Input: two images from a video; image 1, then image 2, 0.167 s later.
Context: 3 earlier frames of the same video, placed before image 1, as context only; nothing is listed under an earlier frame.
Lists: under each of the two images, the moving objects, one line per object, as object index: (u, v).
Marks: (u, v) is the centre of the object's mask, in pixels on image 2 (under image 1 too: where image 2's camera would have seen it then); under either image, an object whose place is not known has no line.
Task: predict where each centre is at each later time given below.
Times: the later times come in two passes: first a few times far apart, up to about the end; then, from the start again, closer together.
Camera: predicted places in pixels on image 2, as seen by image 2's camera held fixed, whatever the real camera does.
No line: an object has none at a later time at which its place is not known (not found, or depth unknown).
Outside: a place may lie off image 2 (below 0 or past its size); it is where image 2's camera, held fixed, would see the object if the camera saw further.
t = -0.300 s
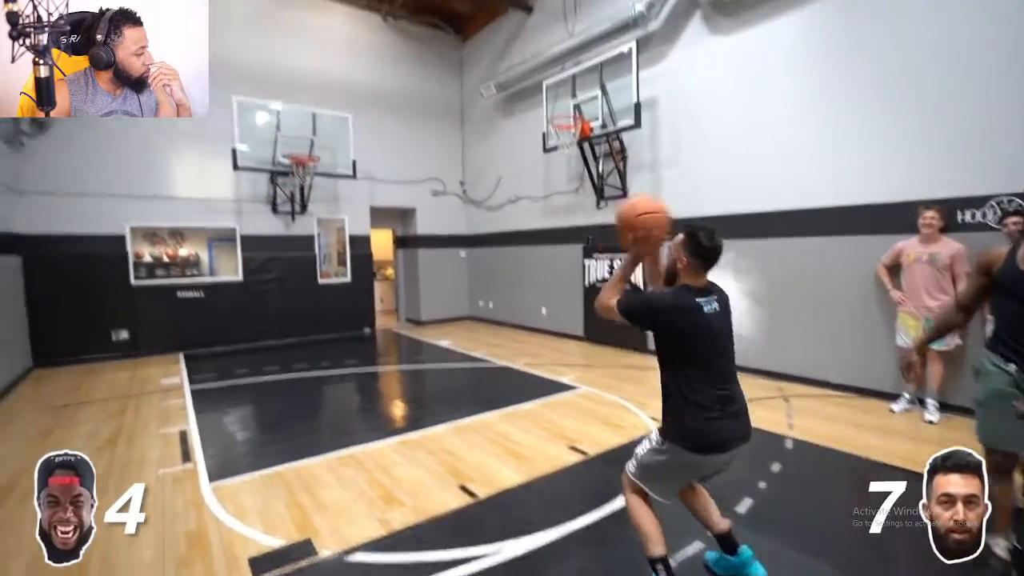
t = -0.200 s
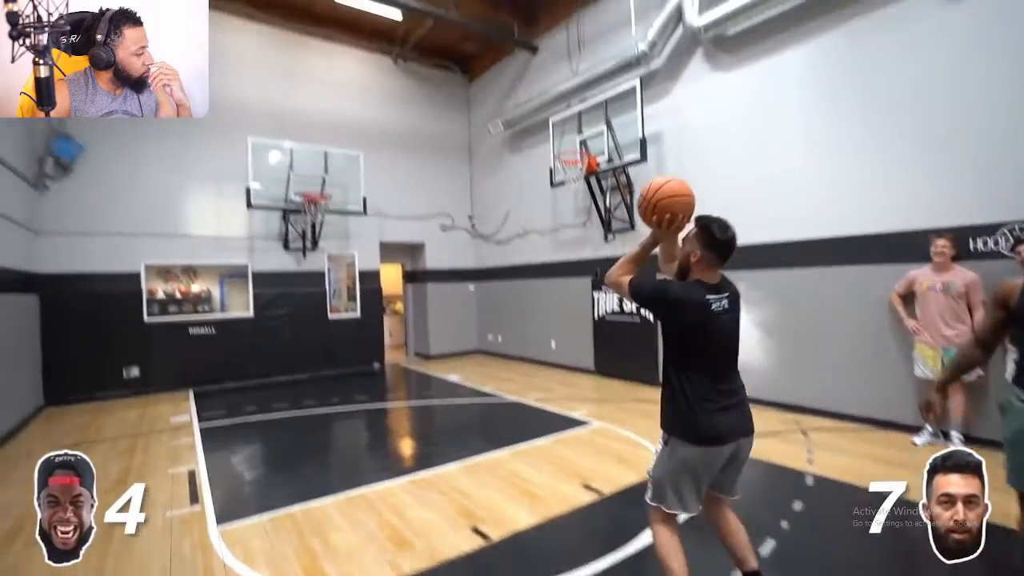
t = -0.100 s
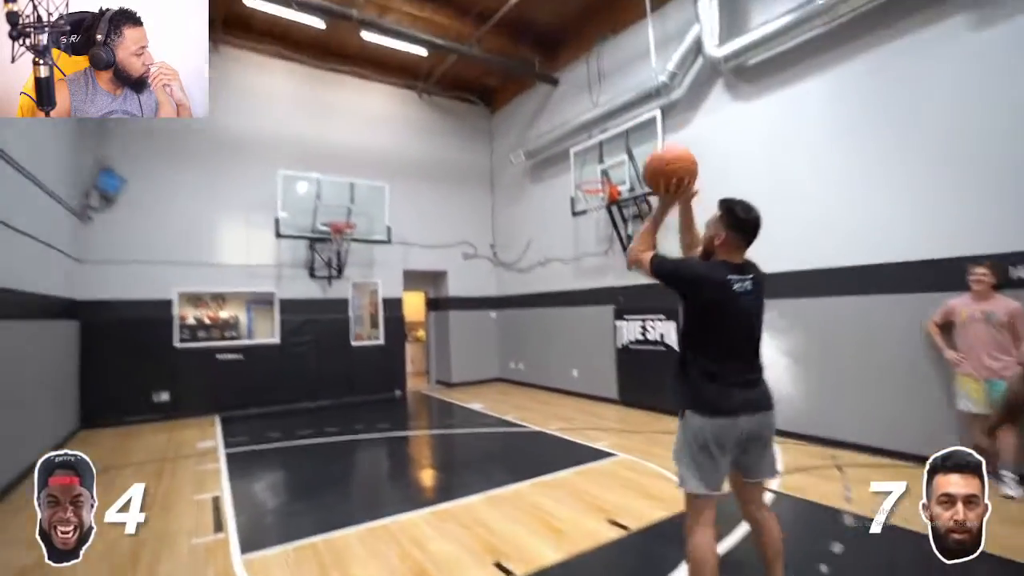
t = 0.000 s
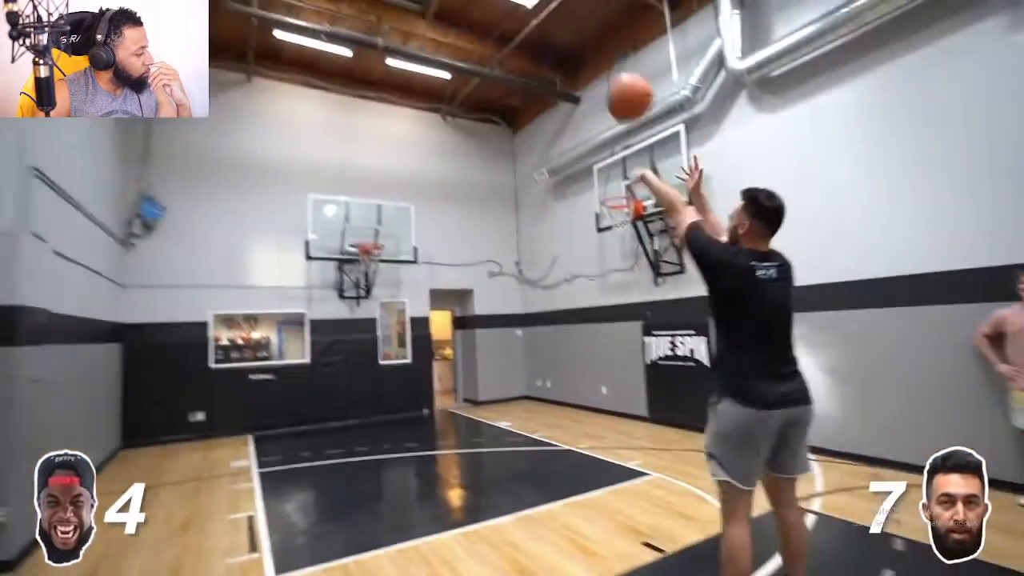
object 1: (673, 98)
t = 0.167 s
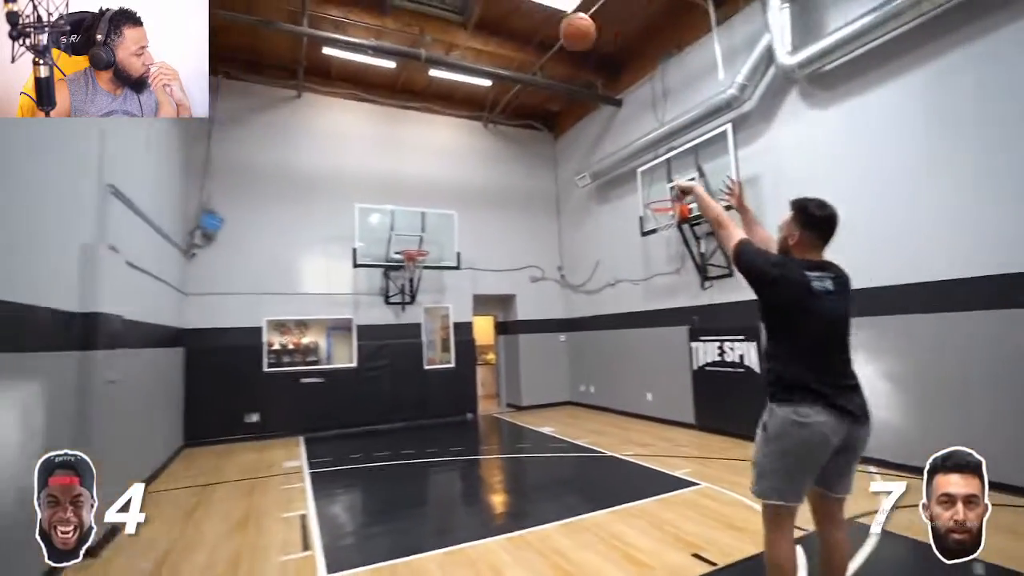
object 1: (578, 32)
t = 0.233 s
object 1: (552, 23)
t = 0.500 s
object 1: (486, 32)
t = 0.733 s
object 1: (454, 77)
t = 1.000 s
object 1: (428, 159)
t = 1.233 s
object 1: (412, 241)
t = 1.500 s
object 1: (411, 235)
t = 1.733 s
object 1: (414, 244)
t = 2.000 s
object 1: (419, 266)
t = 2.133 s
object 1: (420, 284)
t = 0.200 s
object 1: (564, 28)
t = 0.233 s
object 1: (552, 23)
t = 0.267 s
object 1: (541, 22)
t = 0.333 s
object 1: (522, 24)
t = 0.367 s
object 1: (514, 24)
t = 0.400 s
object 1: (506, 24)
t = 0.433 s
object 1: (499, 25)
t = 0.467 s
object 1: (493, 27)
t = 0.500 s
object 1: (486, 32)
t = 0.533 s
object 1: (481, 38)
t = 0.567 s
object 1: (475, 43)
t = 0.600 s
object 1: (470, 50)
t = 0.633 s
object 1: (466, 56)
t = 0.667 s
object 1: (461, 61)
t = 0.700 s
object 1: (456, 70)
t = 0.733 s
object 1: (454, 77)
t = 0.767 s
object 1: (449, 88)
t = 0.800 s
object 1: (445, 96)
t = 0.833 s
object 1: (442, 104)
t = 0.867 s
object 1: (439, 115)
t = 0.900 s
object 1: (436, 127)
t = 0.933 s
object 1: (433, 137)
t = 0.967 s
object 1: (430, 148)
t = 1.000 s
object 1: (428, 159)
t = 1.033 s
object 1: (425, 169)
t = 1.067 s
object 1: (423, 180)
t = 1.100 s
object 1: (420, 192)
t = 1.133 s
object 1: (418, 203)
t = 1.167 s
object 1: (416, 216)
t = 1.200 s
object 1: (414, 227)
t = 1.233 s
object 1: (412, 241)
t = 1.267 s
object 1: (412, 243)
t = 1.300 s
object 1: (411, 240)
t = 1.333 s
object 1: (411, 238)
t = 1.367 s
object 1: (411, 236)
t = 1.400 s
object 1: (411, 235)
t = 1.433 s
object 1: (411, 235)
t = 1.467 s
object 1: (411, 235)
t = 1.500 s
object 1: (411, 235)
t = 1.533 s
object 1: (411, 236)
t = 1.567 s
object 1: (411, 238)
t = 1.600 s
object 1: (411, 241)
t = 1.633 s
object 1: (412, 242)
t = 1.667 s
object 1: (413, 242)
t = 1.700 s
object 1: (414, 243)
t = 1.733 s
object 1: (414, 244)
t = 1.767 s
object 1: (415, 246)
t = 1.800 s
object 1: (416, 249)
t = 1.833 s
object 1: (417, 254)
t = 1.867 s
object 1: (418, 256)
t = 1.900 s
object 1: (419, 257)
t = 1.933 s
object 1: (420, 264)
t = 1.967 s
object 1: (418, 265)
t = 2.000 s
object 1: (419, 266)
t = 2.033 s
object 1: (419, 267)
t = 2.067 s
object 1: (420, 271)
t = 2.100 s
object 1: (421, 277)
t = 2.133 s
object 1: (420, 284)
